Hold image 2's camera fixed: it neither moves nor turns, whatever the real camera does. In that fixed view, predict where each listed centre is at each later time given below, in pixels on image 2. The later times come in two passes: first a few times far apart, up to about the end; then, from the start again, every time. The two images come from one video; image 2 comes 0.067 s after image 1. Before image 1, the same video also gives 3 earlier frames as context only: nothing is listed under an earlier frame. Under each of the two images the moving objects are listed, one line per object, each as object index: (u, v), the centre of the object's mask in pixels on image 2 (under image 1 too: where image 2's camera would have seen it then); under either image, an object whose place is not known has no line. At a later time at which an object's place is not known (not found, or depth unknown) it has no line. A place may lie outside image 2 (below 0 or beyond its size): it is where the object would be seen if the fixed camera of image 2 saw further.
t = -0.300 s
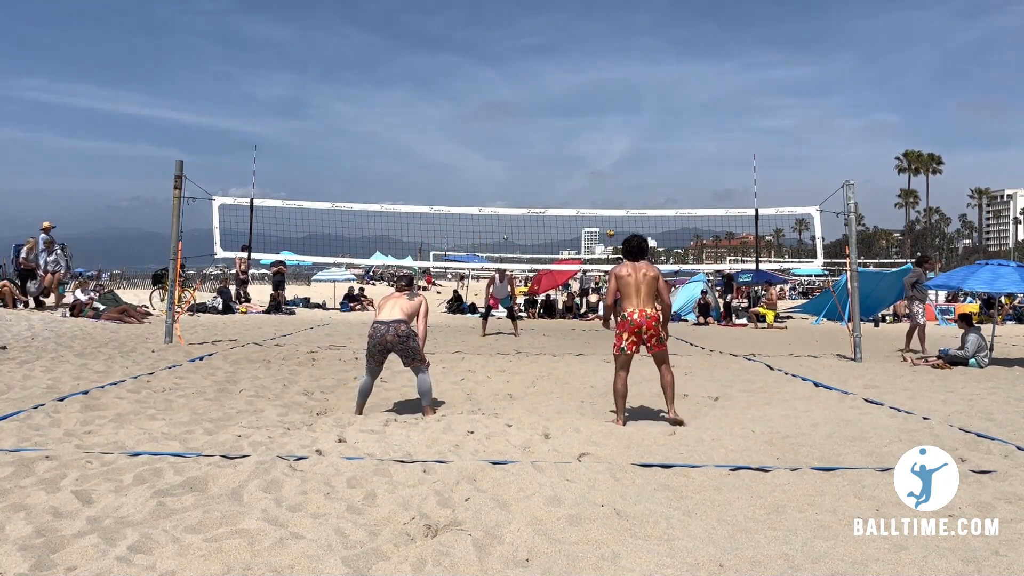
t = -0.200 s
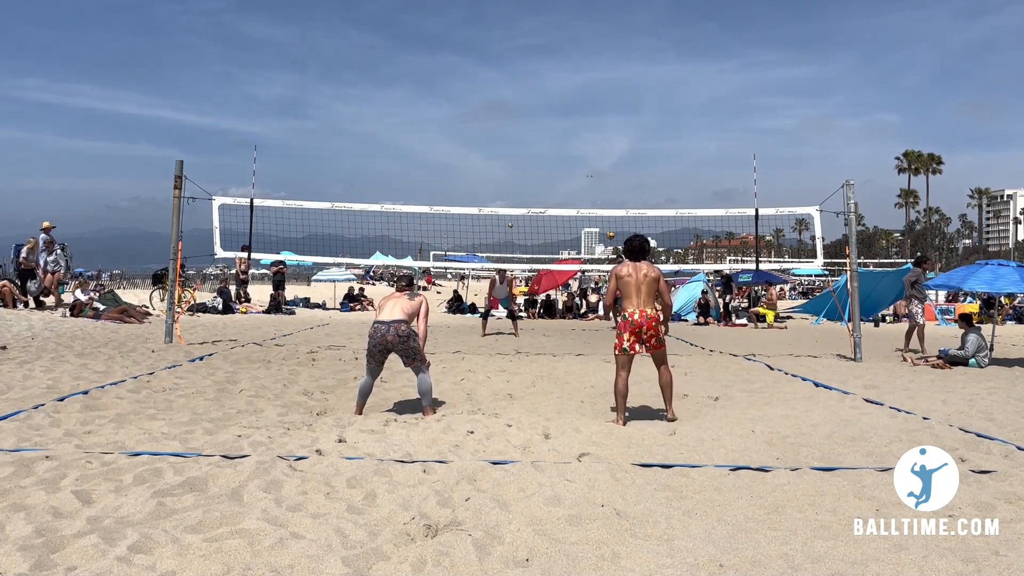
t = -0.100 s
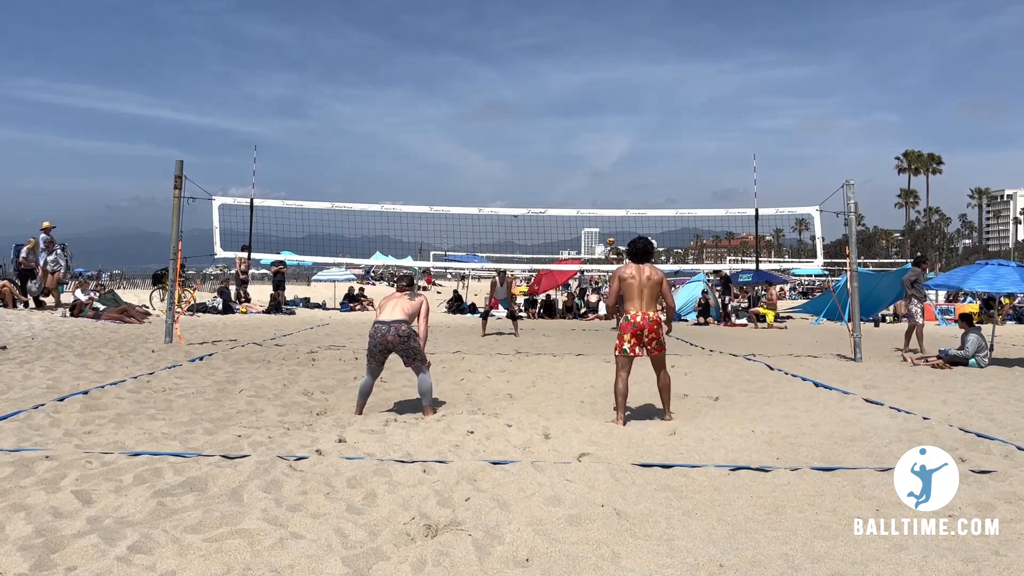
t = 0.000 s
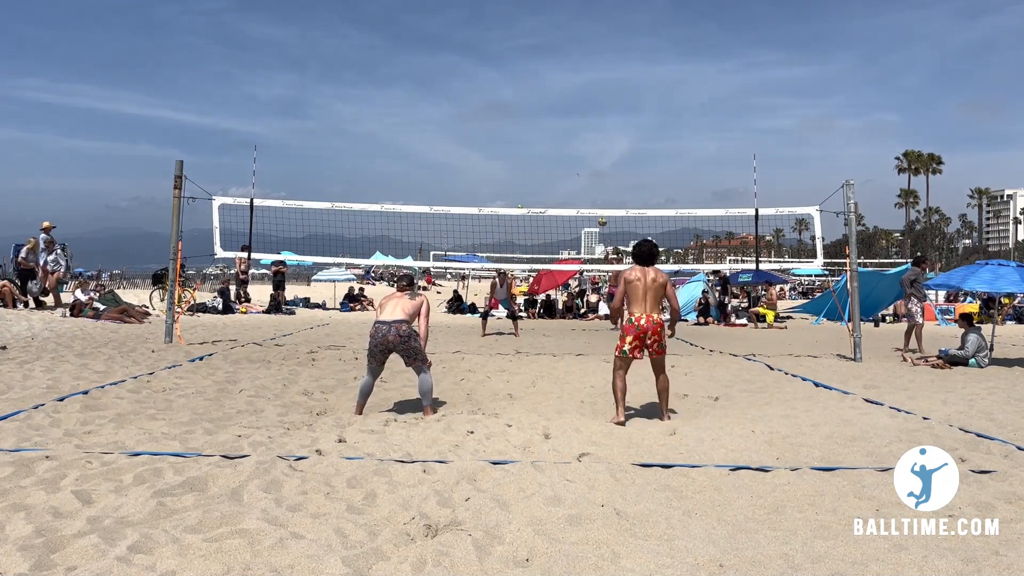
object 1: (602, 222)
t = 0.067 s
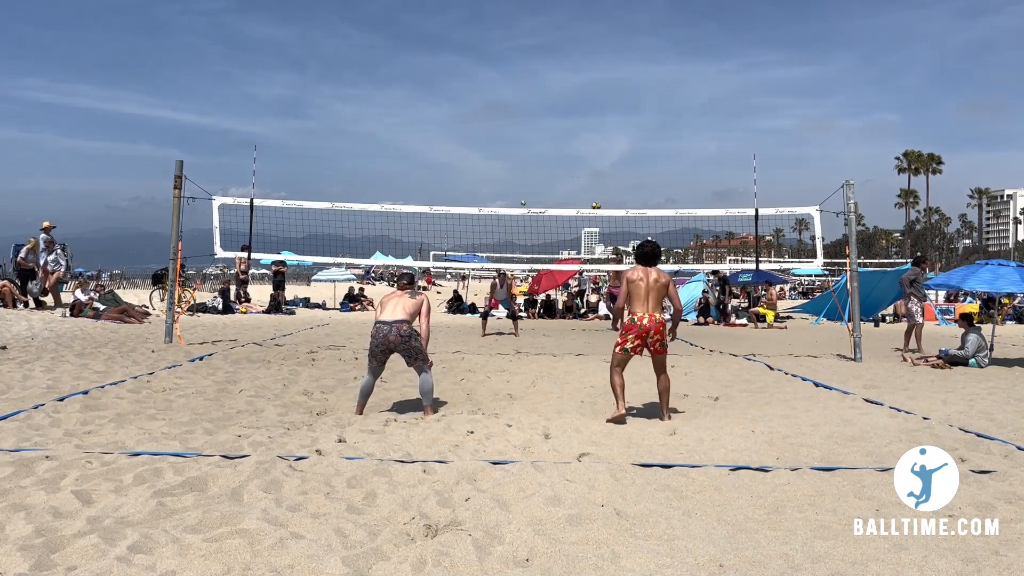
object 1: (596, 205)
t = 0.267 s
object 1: (576, 163)
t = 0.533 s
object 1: (544, 123)
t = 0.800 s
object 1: (505, 106)
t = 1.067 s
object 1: (446, 136)
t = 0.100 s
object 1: (593, 198)
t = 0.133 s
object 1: (590, 191)
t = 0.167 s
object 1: (586, 184)
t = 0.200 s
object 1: (583, 176)
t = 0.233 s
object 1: (579, 169)
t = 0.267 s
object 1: (576, 163)
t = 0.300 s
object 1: (572, 157)
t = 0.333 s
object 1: (568, 151)
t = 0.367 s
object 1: (564, 146)
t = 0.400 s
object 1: (560, 141)
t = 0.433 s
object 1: (556, 136)
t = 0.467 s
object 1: (552, 131)
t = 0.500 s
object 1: (548, 127)
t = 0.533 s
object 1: (544, 123)
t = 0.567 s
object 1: (540, 119)
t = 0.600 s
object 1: (535, 116)
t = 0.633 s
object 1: (531, 114)
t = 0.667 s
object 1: (526, 111)
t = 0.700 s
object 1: (521, 109)
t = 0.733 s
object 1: (516, 108)
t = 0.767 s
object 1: (510, 107)
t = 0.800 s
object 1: (505, 106)
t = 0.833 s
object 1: (498, 106)
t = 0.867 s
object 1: (493, 108)
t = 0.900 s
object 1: (486, 109)
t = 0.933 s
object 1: (479, 112)
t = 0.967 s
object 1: (472, 116)
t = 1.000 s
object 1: (464, 121)
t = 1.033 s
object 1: (455, 128)
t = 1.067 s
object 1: (446, 136)
